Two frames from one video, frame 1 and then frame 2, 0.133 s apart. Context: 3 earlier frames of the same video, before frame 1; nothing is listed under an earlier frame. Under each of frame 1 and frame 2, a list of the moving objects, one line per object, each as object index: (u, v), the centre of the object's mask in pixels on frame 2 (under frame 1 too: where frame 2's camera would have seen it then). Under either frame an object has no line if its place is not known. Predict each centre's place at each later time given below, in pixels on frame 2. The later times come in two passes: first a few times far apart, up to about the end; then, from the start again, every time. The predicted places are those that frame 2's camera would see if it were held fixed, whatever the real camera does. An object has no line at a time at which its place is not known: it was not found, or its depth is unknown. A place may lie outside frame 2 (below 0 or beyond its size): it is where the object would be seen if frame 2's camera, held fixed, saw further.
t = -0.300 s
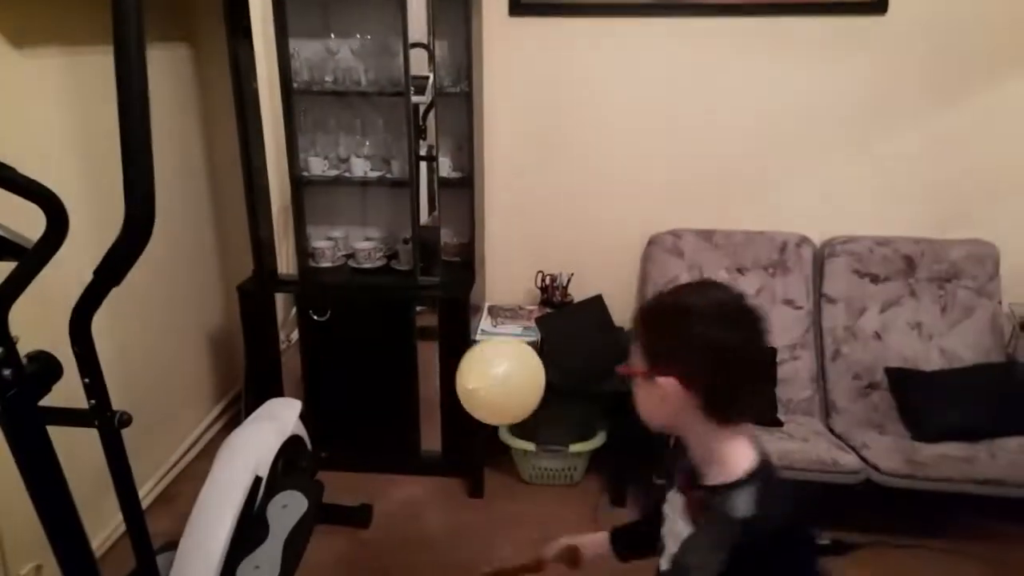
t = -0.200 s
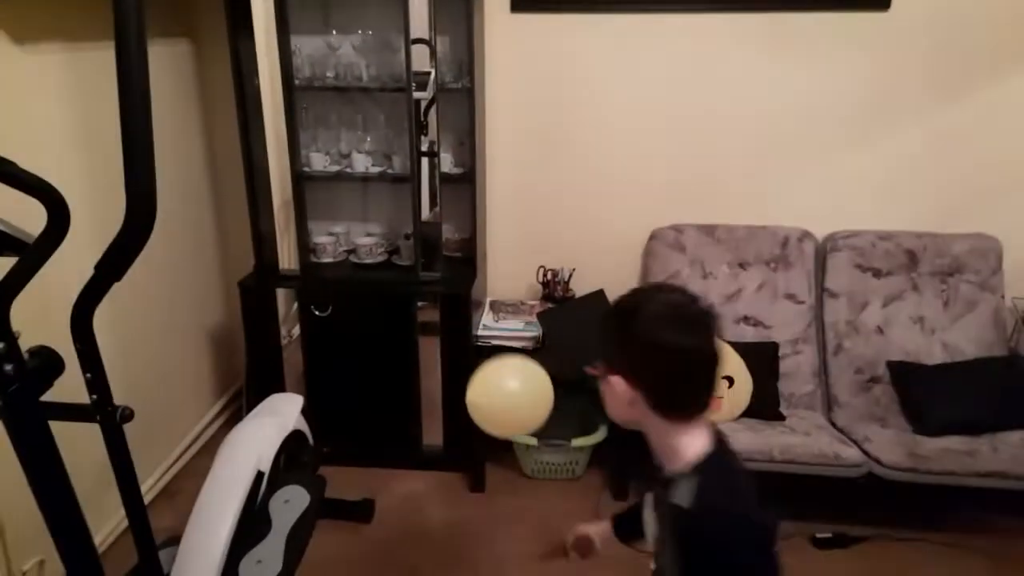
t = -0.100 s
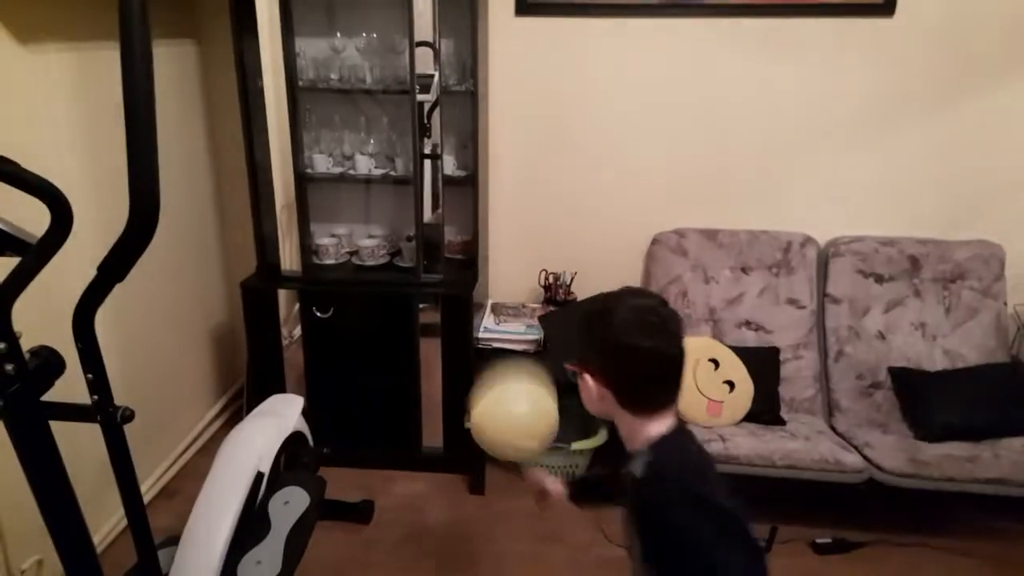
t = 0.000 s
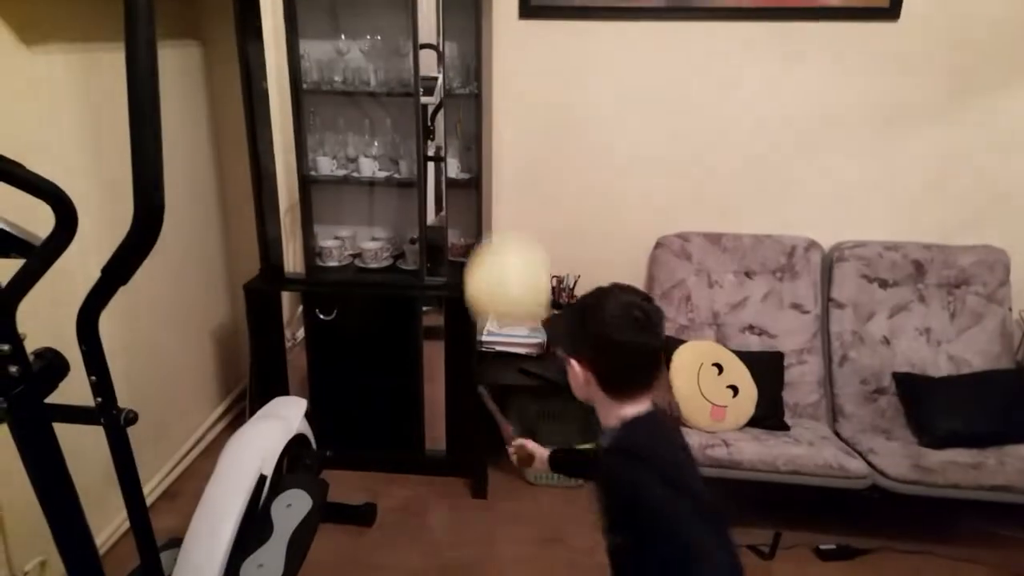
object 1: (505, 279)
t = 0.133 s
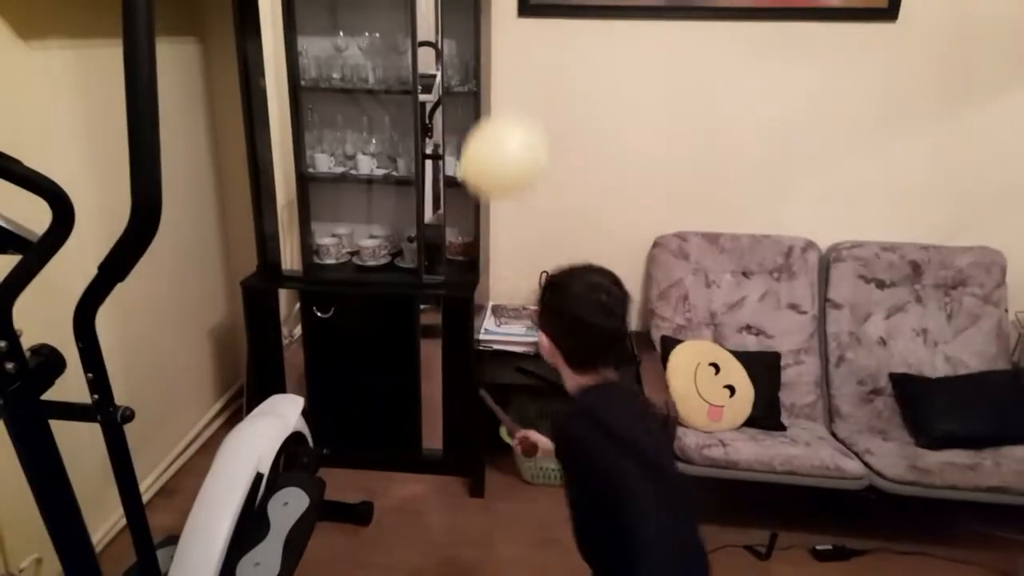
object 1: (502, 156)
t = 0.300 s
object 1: (502, 83)
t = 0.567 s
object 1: (487, 50)
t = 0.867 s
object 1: (483, 73)
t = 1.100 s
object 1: (492, 128)
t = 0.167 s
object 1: (502, 136)
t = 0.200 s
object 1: (502, 120)
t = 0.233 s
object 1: (502, 104)
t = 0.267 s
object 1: (502, 94)
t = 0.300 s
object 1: (502, 83)
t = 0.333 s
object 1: (502, 77)
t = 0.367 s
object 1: (500, 70)
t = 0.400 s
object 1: (498, 63)
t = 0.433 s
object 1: (497, 59)
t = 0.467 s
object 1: (494, 55)
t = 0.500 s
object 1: (492, 53)
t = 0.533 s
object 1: (489, 50)
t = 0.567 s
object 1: (487, 50)
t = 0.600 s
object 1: (485, 50)
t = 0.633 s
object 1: (484, 51)
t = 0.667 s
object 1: (483, 52)
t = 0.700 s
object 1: (482, 54)
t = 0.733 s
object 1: (482, 56)
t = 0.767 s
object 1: (482, 59)
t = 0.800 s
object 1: (482, 63)
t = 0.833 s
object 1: (482, 67)
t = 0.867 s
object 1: (483, 73)
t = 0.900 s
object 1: (483, 78)
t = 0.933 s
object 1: (485, 85)
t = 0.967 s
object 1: (485, 93)
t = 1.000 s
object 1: (487, 100)
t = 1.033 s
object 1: (488, 110)
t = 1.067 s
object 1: (490, 118)
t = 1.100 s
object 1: (492, 128)
